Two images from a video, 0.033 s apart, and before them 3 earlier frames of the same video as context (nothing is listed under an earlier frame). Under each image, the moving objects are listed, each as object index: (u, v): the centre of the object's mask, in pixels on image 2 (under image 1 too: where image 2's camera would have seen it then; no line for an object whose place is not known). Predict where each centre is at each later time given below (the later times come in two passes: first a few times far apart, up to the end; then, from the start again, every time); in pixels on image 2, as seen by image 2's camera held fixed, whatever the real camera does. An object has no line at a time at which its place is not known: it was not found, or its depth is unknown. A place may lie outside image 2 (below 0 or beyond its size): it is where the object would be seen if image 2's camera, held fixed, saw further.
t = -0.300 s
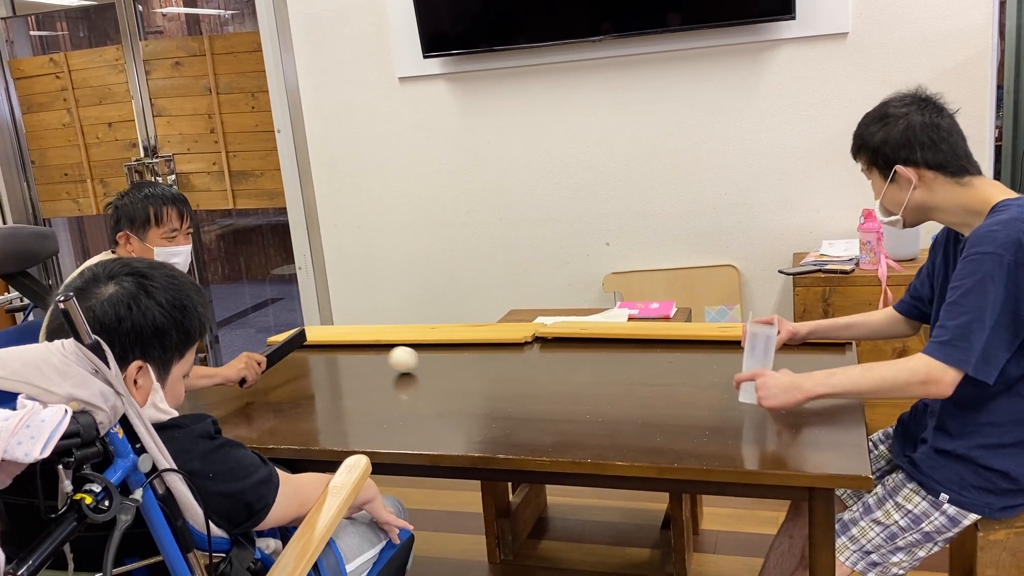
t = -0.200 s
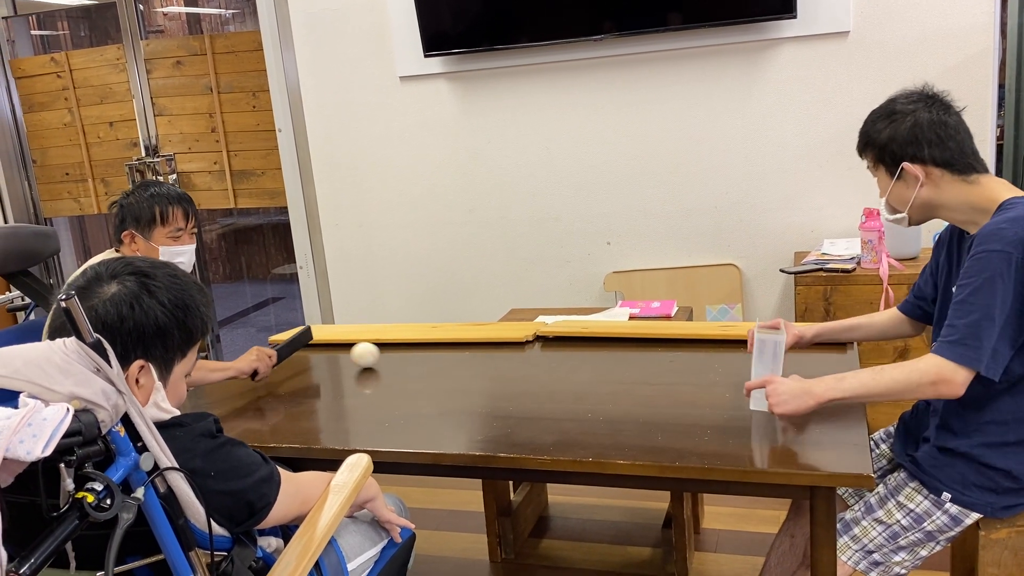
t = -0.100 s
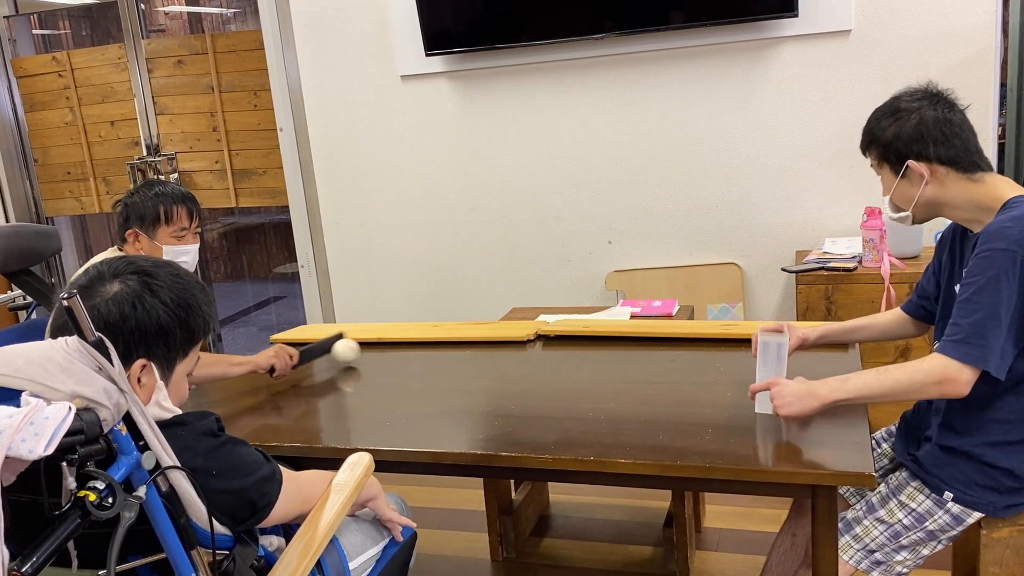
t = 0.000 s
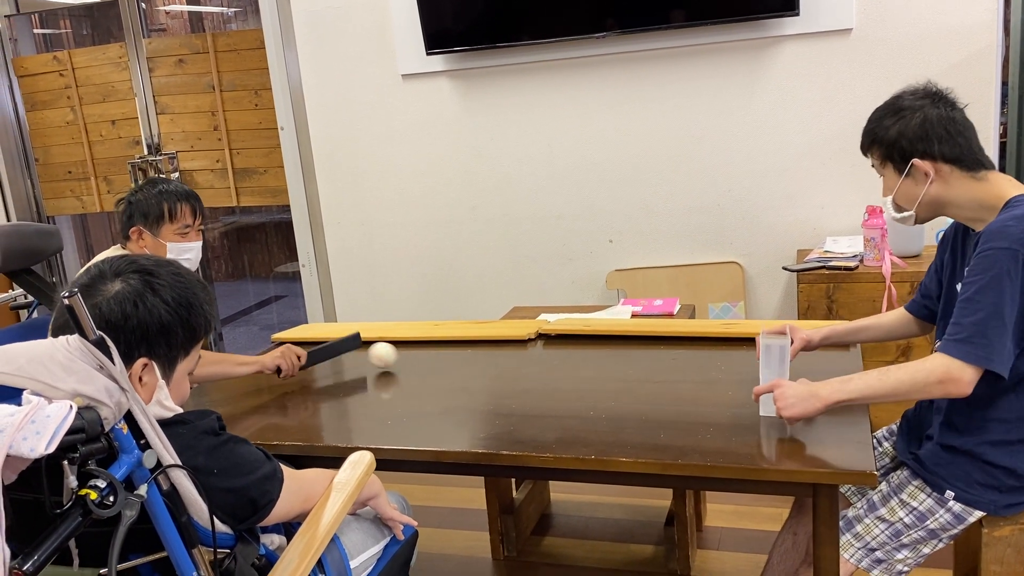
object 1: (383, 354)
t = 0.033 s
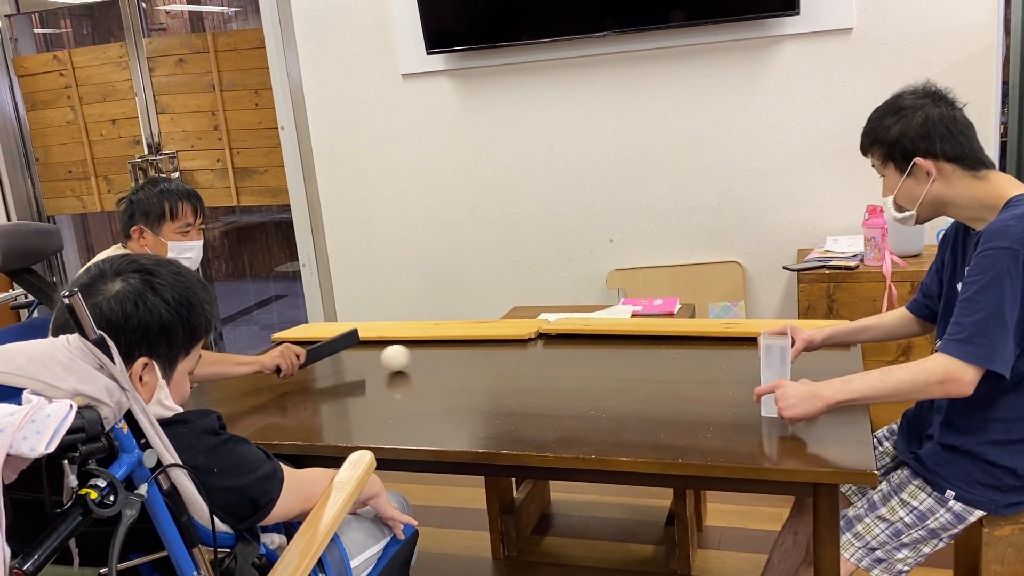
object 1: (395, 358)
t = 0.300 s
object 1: (498, 372)
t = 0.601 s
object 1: (632, 391)
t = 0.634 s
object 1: (648, 393)
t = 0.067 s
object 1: (408, 359)
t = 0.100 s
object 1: (419, 361)
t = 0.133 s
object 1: (432, 363)
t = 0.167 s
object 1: (444, 365)
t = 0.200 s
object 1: (457, 367)
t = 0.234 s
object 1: (471, 369)
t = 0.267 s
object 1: (484, 371)
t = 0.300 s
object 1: (498, 372)
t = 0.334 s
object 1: (511, 375)
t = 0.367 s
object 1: (526, 376)
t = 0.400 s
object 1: (540, 379)
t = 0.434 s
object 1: (555, 381)
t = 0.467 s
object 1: (570, 383)
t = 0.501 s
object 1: (584, 385)
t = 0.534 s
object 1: (600, 387)
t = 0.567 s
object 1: (616, 389)
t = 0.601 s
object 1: (632, 391)
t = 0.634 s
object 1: (648, 393)
